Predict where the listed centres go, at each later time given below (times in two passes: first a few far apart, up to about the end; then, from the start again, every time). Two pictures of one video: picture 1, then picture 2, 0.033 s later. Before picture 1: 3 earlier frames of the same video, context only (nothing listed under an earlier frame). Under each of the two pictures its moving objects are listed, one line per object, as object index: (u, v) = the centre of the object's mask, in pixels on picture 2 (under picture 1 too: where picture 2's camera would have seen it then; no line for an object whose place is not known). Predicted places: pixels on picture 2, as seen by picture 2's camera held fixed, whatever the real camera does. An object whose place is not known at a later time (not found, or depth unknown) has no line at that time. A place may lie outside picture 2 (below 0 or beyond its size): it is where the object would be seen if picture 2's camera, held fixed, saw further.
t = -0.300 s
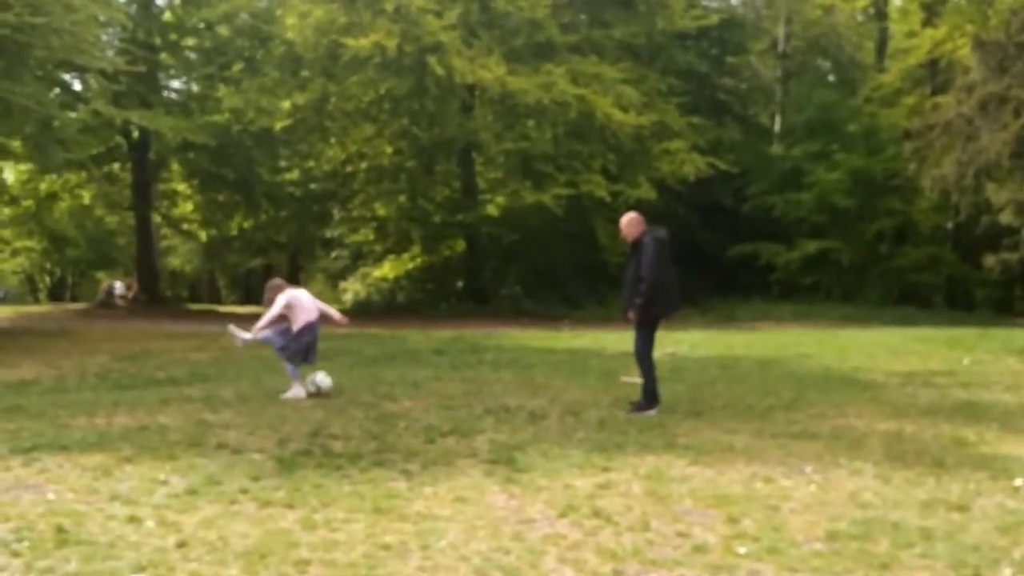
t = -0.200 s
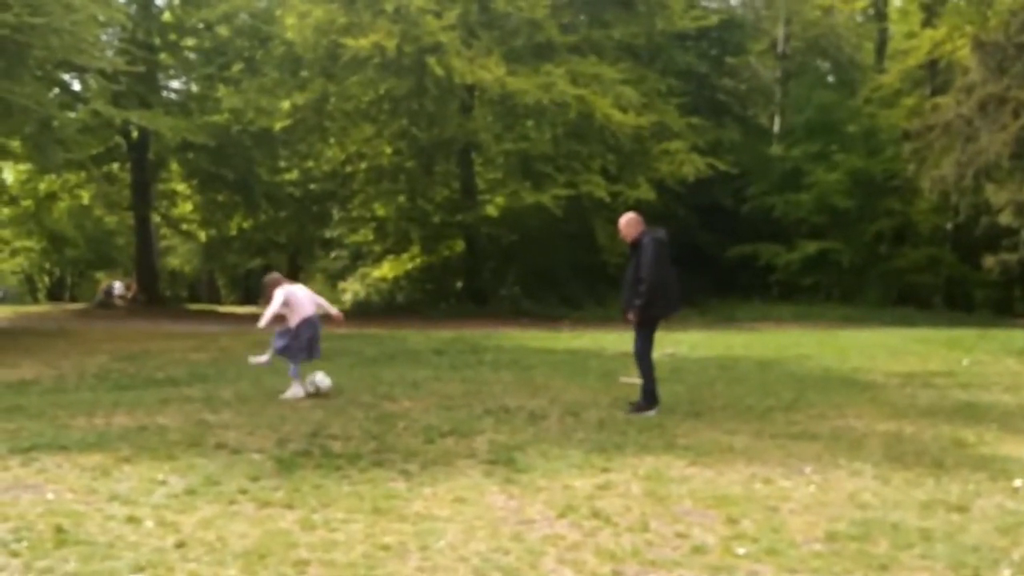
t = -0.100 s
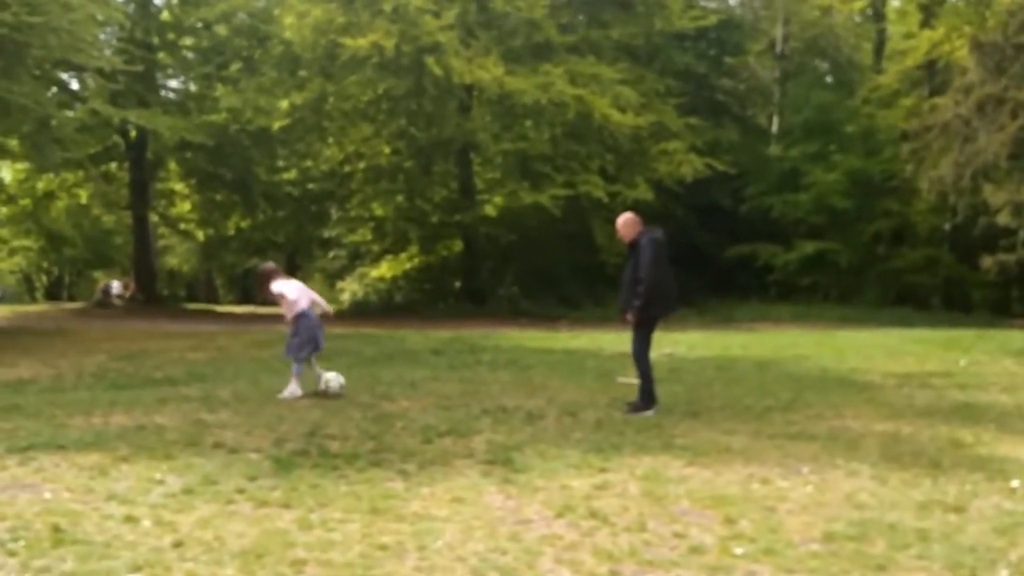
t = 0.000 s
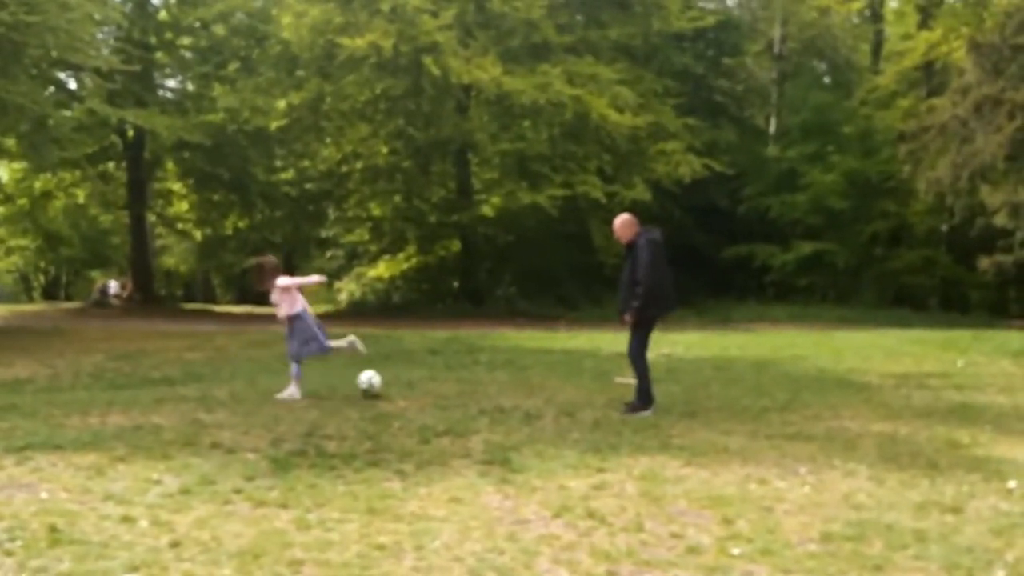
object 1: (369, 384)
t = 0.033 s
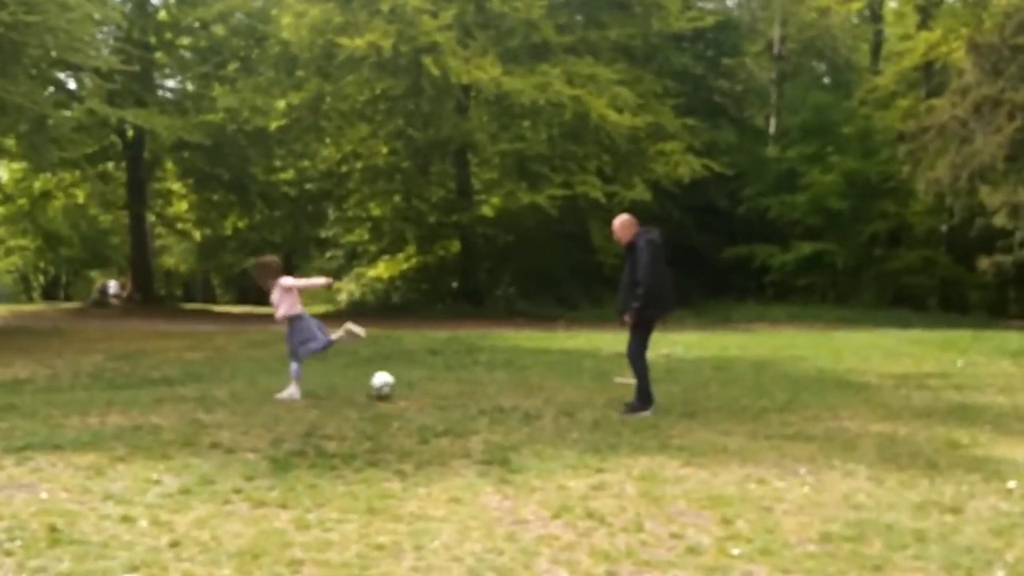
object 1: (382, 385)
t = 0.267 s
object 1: (468, 394)
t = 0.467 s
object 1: (541, 399)
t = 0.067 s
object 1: (394, 386)
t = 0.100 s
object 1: (407, 388)
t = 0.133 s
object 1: (418, 387)
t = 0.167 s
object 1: (431, 388)
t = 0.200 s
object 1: (443, 389)
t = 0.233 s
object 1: (456, 393)
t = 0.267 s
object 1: (468, 394)
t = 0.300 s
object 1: (480, 393)
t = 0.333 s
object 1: (493, 394)
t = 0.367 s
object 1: (505, 397)
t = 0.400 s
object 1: (516, 397)
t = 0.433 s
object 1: (529, 397)
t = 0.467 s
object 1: (541, 399)
